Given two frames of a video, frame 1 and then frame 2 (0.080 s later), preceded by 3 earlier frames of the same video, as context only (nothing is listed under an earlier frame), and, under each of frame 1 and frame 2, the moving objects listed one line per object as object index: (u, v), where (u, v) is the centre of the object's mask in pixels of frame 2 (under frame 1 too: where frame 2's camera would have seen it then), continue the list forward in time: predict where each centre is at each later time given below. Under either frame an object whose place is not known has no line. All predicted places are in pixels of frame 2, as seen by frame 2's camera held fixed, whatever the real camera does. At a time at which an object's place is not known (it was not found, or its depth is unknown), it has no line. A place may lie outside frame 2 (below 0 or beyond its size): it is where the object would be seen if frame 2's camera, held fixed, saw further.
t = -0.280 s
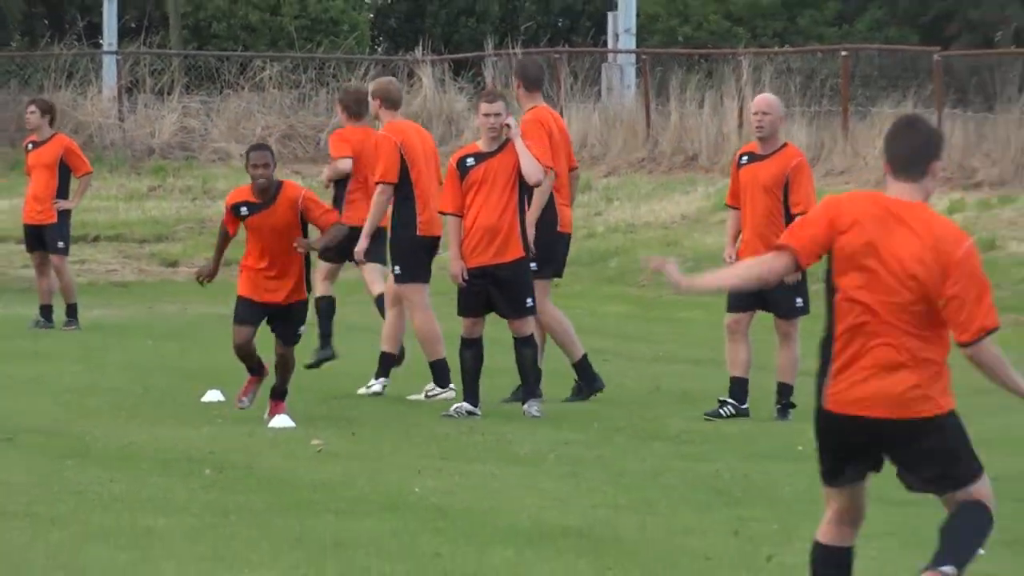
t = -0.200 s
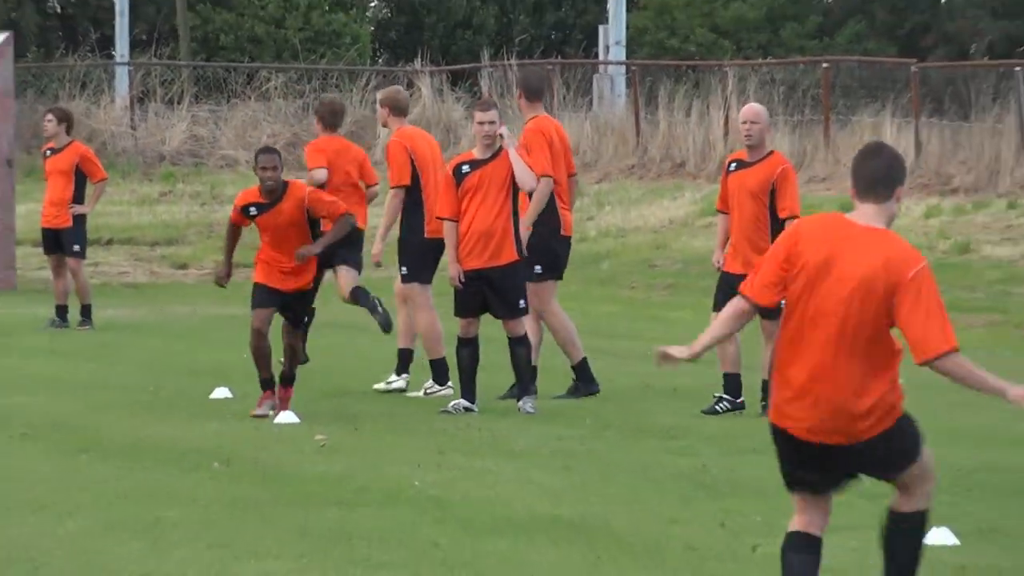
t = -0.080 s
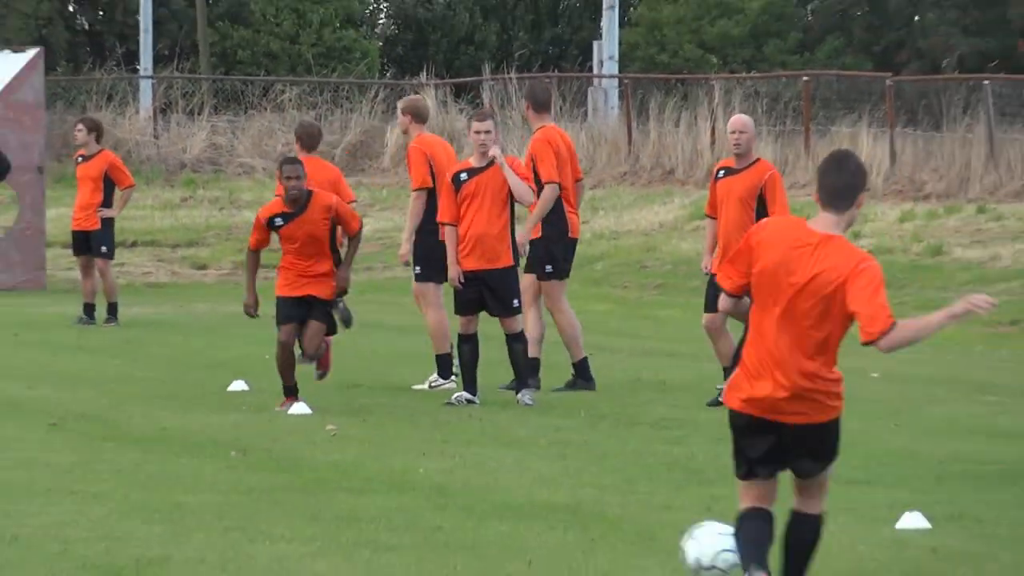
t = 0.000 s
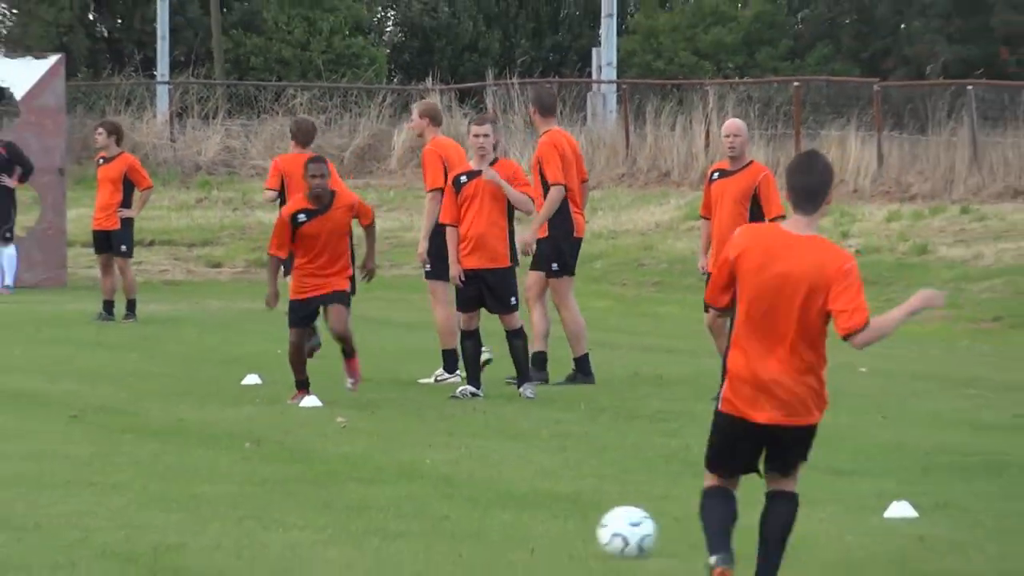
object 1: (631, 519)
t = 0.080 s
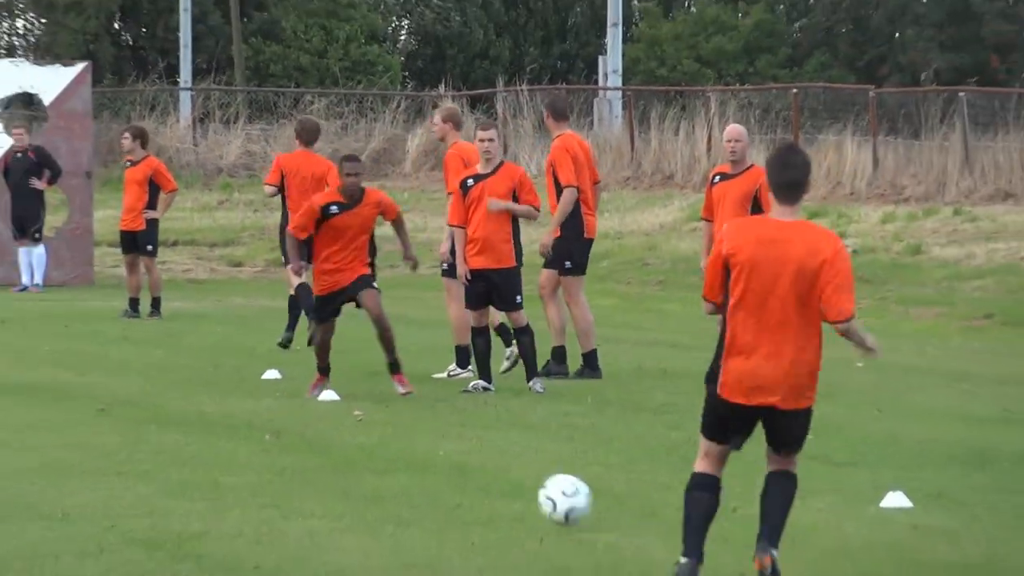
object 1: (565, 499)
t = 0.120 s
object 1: (532, 489)
